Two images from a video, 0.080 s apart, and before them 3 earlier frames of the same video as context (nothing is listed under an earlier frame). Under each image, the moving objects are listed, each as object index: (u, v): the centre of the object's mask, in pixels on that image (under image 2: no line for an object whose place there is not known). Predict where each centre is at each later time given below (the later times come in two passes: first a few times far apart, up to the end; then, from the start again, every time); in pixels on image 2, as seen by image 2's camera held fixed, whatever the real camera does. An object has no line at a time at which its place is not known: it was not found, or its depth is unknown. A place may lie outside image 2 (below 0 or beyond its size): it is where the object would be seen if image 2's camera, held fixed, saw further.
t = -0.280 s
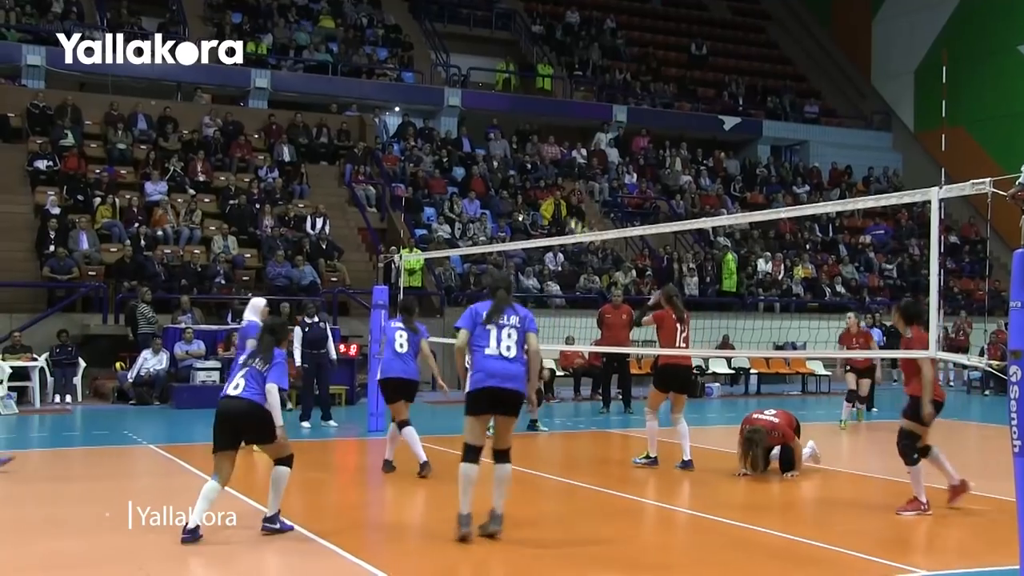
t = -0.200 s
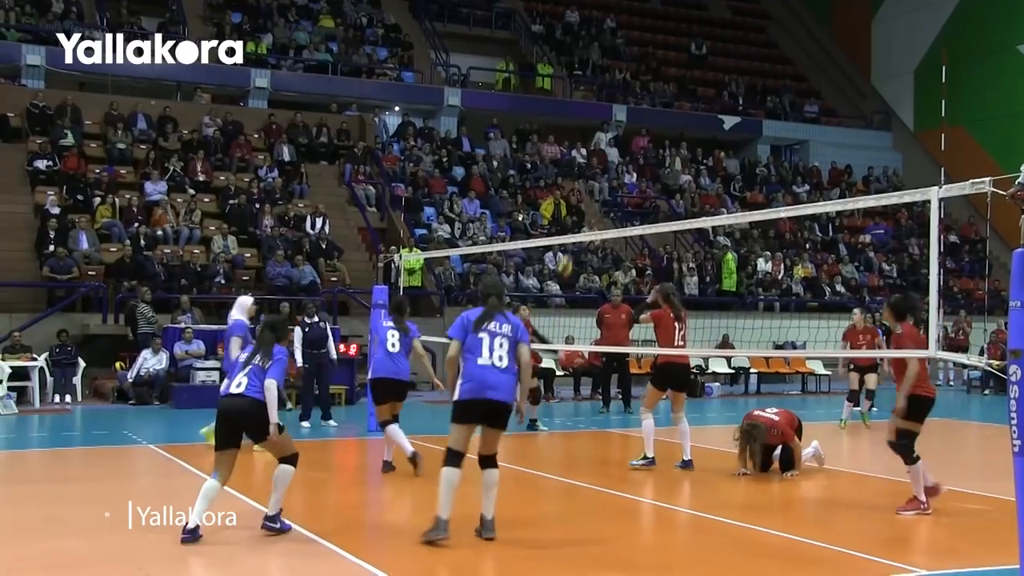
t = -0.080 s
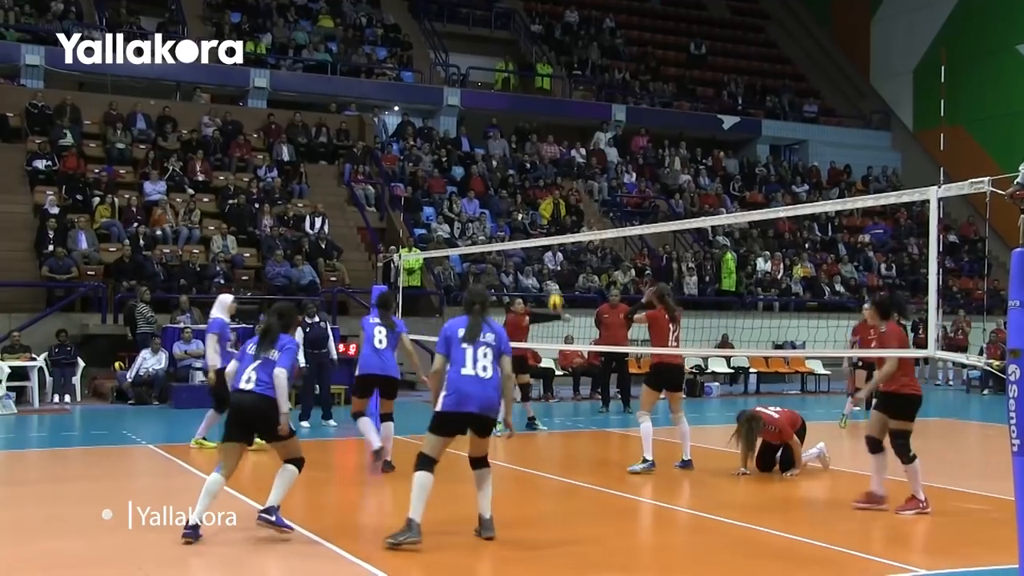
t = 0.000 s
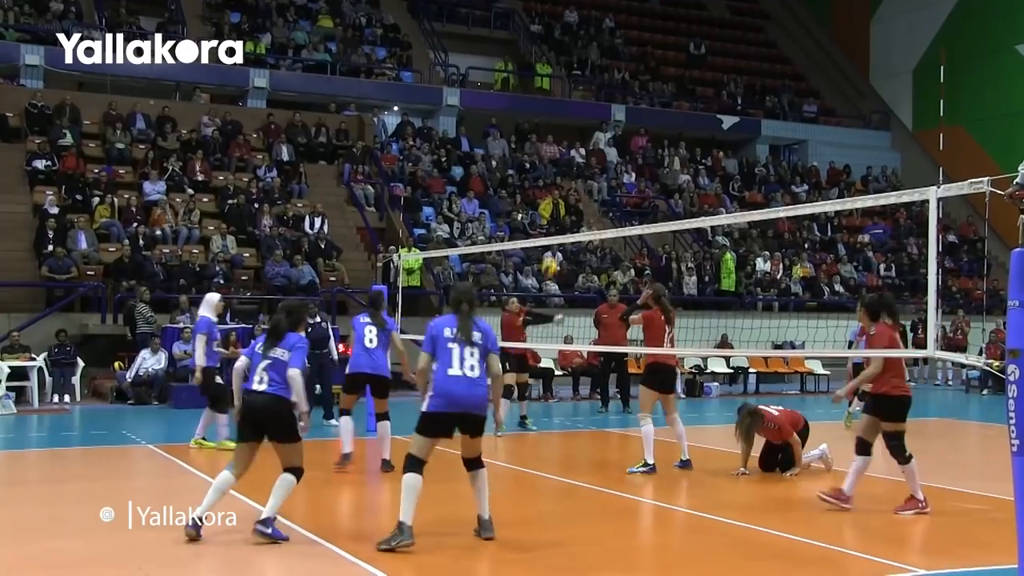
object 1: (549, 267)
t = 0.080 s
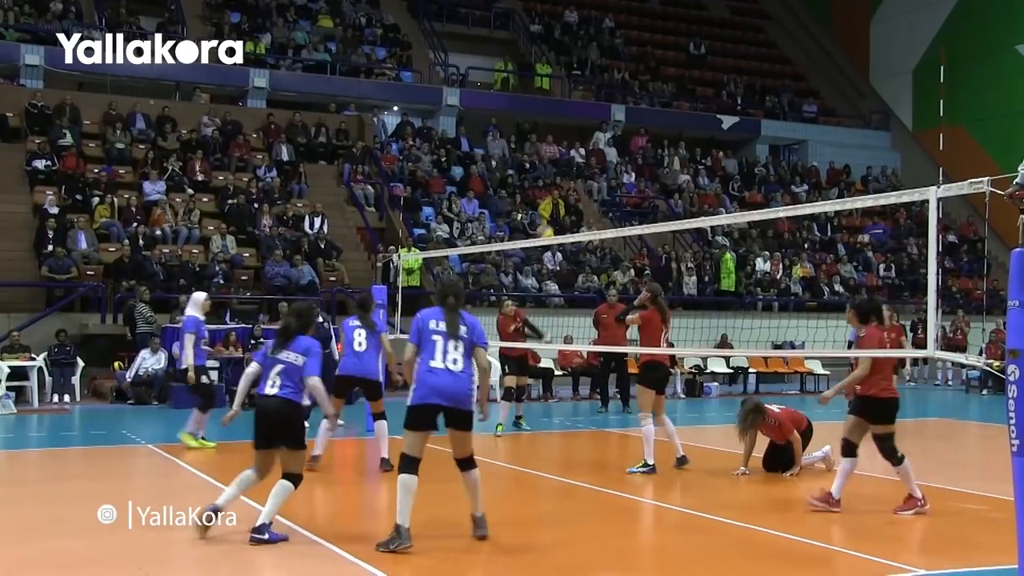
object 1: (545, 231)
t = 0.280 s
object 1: (534, 170)
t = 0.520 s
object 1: (518, 135)
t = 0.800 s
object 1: (495, 159)
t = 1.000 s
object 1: (478, 232)
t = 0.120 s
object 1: (543, 220)
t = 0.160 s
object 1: (540, 203)
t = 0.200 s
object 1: (538, 192)
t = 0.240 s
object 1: (536, 180)
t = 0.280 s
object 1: (534, 170)
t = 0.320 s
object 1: (532, 161)
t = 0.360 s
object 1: (529, 154)
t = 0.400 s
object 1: (526, 146)
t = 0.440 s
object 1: (524, 142)
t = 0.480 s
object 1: (521, 138)
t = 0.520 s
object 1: (518, 135)
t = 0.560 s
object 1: (515, 134)
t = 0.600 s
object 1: (513, 134)
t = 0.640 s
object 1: (509, 135)
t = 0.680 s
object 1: (506, 138)
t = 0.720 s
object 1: (503, 142)
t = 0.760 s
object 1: (499, 150)
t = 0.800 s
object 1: (495, 159)
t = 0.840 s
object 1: (491, 168)
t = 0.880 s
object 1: (488, 181)
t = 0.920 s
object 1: (485, 196)
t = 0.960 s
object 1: (481, 213)
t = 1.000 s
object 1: (478, 232)
